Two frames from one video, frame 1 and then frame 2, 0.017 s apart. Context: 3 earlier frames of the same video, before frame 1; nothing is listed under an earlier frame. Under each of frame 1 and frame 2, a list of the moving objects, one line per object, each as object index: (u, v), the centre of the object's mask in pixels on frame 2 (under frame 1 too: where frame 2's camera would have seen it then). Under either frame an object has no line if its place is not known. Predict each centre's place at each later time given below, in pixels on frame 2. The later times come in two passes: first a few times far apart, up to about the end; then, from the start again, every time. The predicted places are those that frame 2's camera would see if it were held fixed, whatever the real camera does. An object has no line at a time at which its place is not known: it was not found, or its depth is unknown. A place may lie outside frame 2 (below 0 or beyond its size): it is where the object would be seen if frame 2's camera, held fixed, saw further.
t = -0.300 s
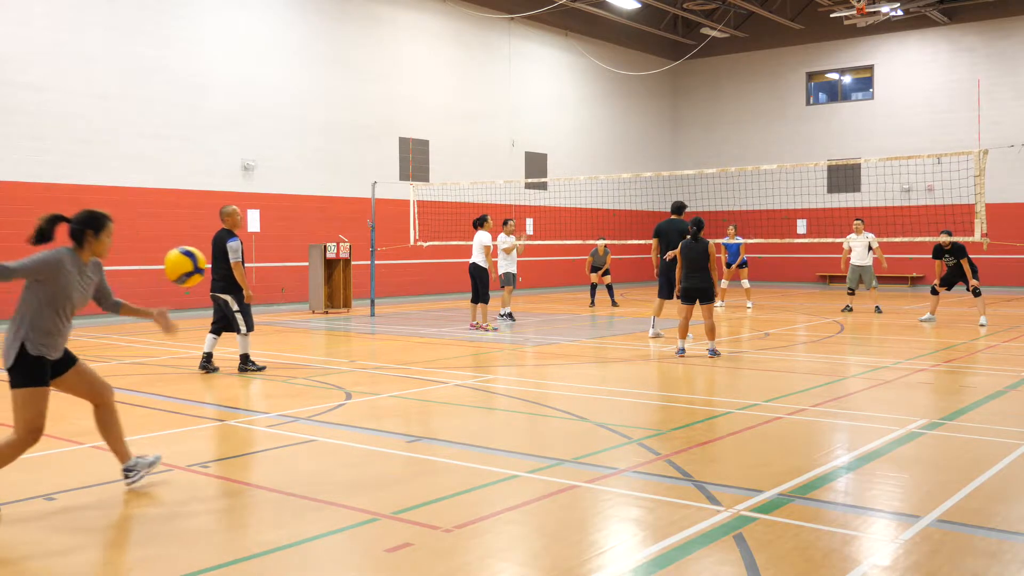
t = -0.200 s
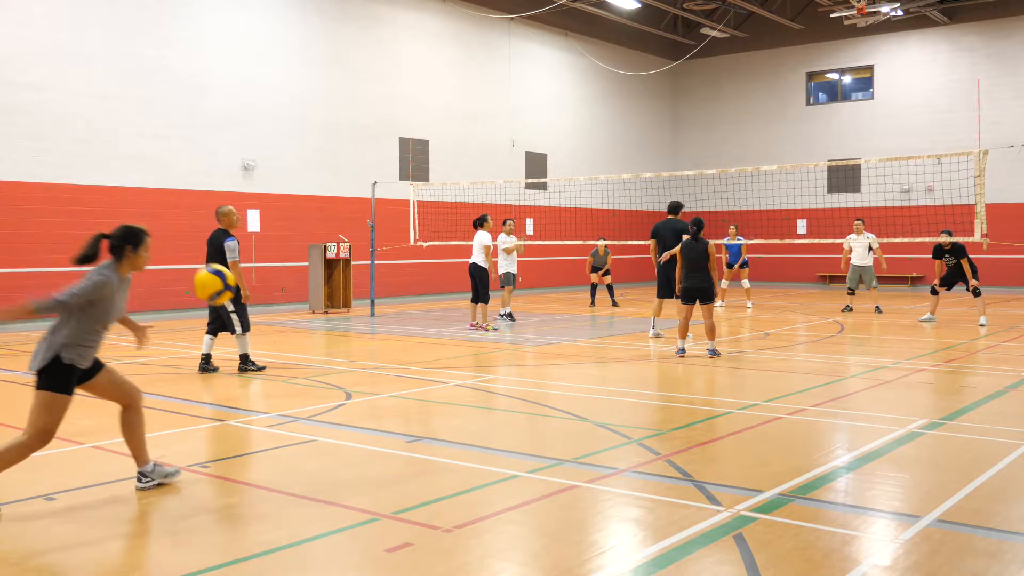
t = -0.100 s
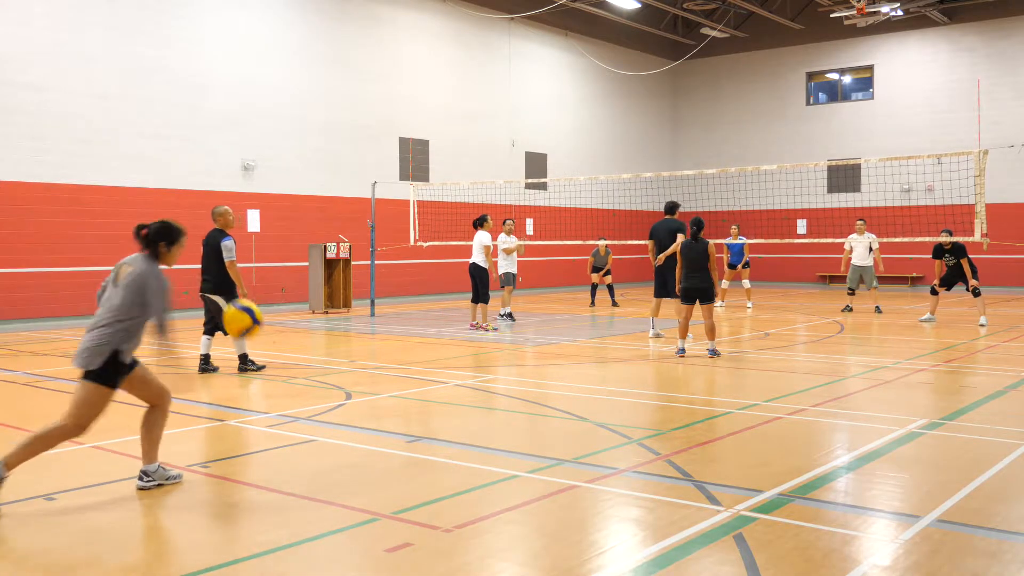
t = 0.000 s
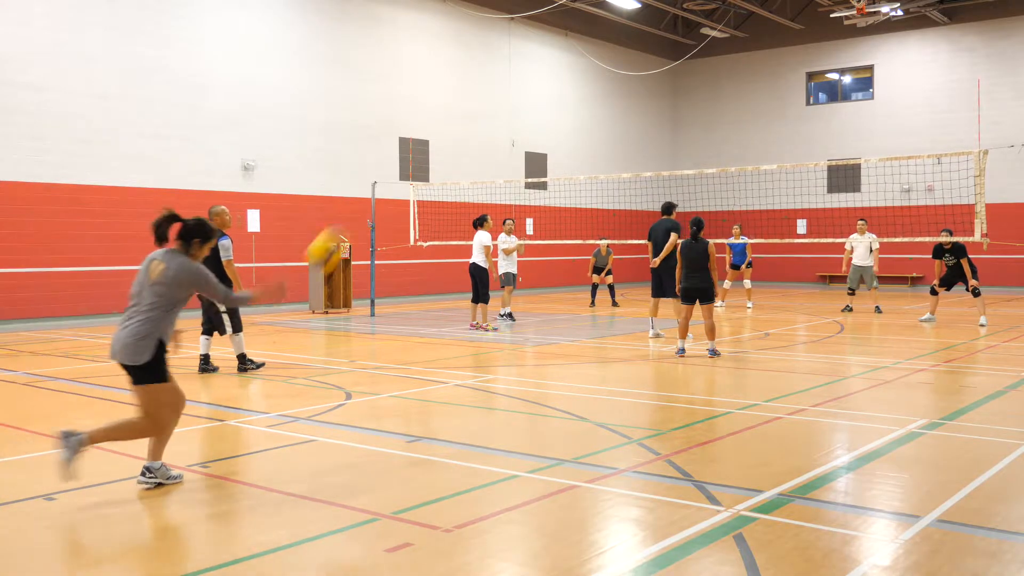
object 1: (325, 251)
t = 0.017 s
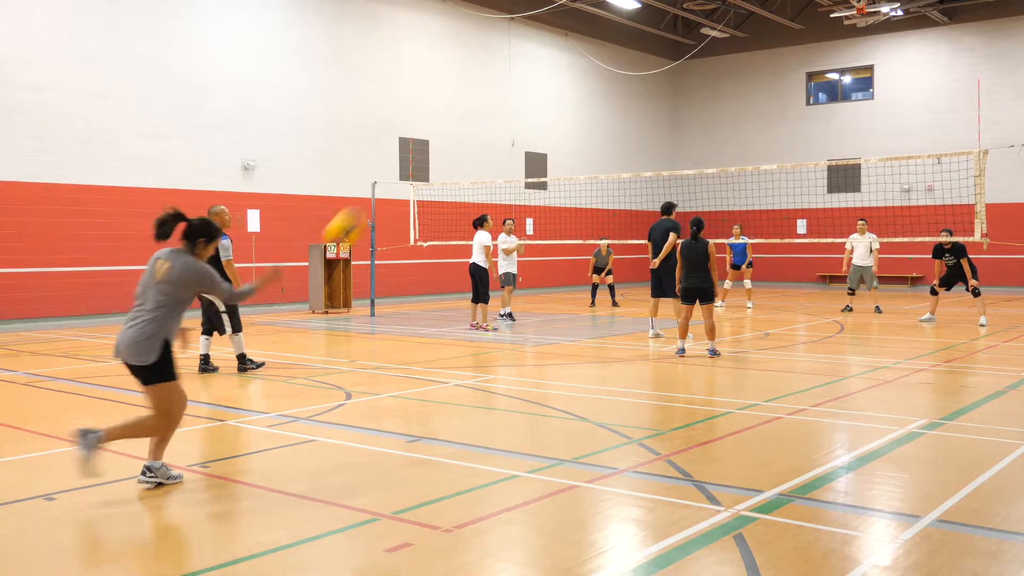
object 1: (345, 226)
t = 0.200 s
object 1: (478, 91)
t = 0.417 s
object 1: (561, 43)
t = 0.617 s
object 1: (602, 49)
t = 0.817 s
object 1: (634, 80)
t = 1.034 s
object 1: (661, 132)
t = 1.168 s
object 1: (676, 168)
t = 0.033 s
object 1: (359, 214)
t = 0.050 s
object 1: (375, 197)
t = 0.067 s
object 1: (392, 179)
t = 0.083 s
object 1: (406, 163)
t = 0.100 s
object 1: (414, 154)
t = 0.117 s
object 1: (427, 141)
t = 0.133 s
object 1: (439, 128)
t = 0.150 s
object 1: (450, 118)
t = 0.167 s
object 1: (460, 108)
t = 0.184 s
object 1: (469, 99)
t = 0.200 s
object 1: (478, 91)
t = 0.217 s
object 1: (486, 84)
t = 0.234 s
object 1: (495, 78)
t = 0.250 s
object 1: (502, 72)
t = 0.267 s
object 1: (509, 67)
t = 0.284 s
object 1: (517, 62)
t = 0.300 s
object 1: (523, 58)
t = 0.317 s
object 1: (529, 54)
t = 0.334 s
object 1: (535, 52)
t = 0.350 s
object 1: (541, 49)
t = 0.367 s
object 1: (547, 47)
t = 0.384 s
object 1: (552, 45)
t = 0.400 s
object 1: (557, 44)
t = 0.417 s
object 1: (561, 43)
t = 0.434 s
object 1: (566, 42)
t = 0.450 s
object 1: (570, 42)
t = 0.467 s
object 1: (574, 42)
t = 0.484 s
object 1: (577, 42)
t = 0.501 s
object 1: (581, 42)
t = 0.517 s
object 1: (585, 42)
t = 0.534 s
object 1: (588, 43)
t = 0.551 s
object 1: (591, 44)
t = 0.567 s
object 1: (594, 45)
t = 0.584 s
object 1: (596, 47)
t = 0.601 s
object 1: (600, 48)
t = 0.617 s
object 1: (602, 49)
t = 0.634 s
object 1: (605, 51)
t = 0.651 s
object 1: (608, 53)
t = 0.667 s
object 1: (610, 55)
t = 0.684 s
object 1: (613, 57)
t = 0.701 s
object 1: (616, 59)
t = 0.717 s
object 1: (619, 62)
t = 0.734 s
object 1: (622, 64)
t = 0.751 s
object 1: (624, 67)
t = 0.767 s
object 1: (627, 71)
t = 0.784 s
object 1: (630, 74)
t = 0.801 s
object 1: (632, 77)
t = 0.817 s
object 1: (634, 80)
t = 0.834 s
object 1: (637, 84)
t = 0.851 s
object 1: (639, 87)
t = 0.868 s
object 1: (641, 91)
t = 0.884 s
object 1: (643, 95)
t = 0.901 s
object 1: (645, 99)
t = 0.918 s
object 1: (647, 103)
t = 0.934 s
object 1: (650, 107)
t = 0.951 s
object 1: (652, 111)
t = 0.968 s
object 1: (654, 115)
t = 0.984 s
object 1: (656, 119)
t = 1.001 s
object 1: (658, 124)
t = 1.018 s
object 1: (659, 128)
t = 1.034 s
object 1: (661, 132)
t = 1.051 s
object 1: (663, 137)
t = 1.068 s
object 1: (666, 142)
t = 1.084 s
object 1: (667, 146)
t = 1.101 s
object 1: (669, 151)
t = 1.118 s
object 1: (671, 155)
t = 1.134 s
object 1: (672, 161)
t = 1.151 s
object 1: (674, 165)
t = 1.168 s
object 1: (676, 168)
